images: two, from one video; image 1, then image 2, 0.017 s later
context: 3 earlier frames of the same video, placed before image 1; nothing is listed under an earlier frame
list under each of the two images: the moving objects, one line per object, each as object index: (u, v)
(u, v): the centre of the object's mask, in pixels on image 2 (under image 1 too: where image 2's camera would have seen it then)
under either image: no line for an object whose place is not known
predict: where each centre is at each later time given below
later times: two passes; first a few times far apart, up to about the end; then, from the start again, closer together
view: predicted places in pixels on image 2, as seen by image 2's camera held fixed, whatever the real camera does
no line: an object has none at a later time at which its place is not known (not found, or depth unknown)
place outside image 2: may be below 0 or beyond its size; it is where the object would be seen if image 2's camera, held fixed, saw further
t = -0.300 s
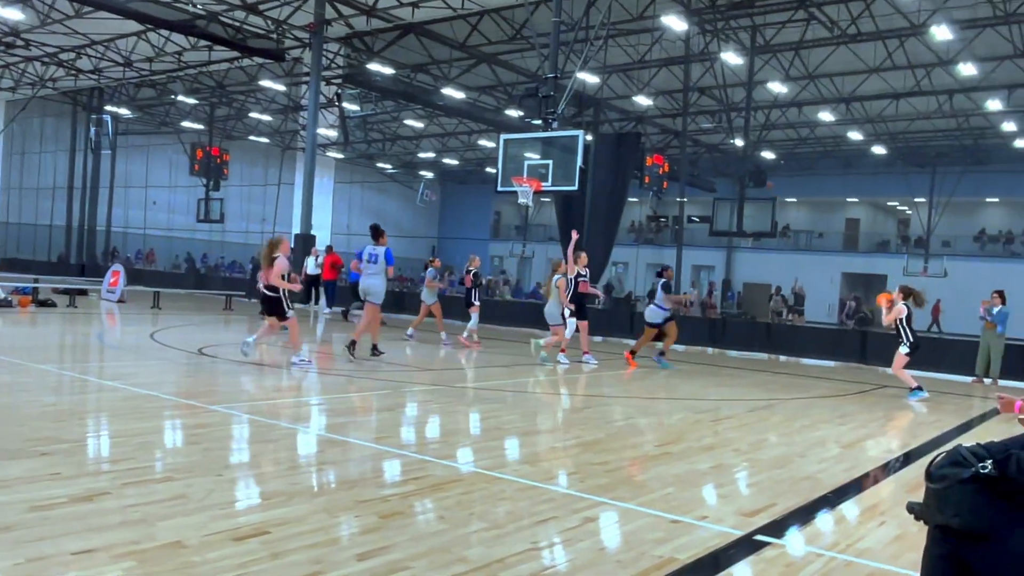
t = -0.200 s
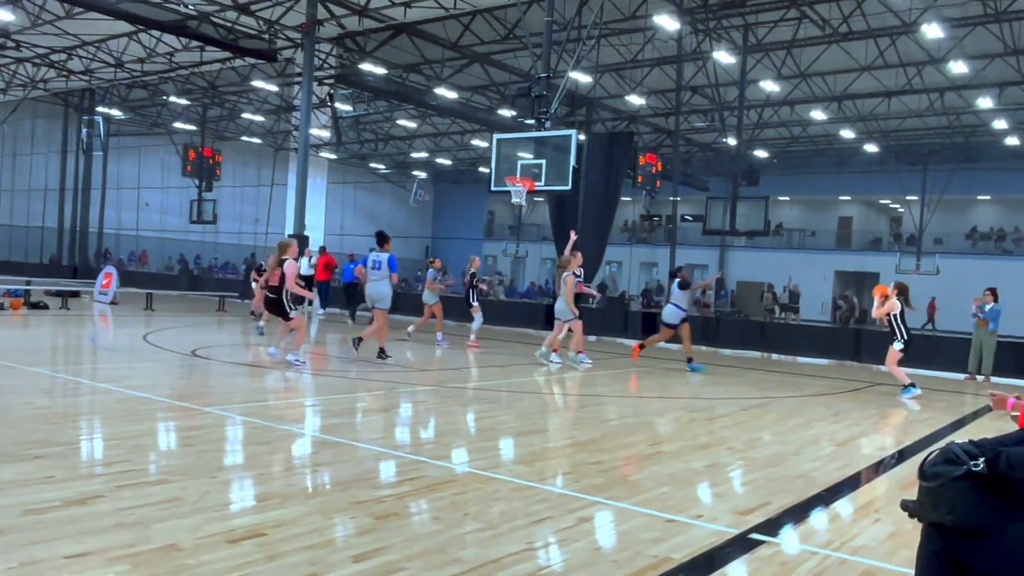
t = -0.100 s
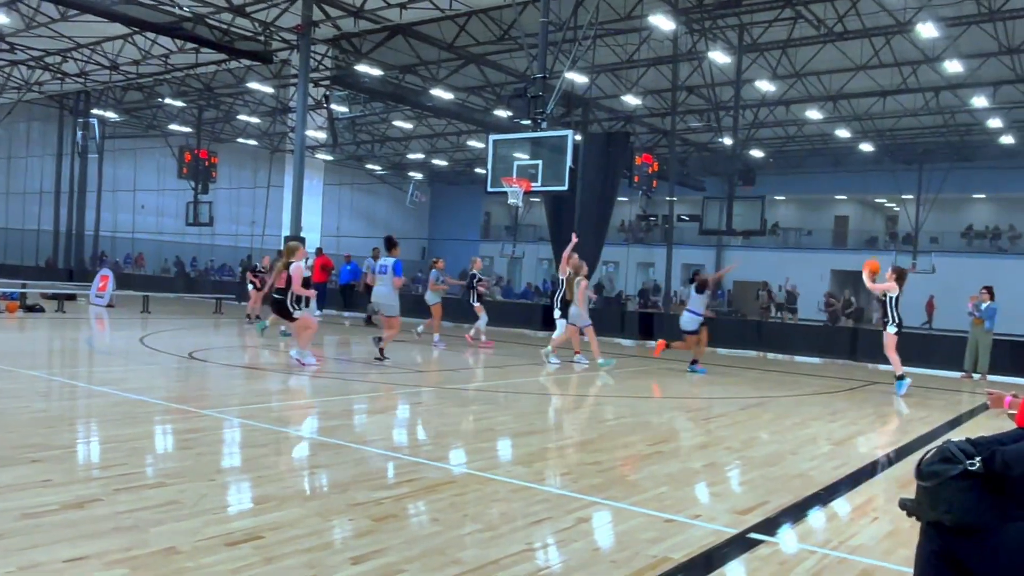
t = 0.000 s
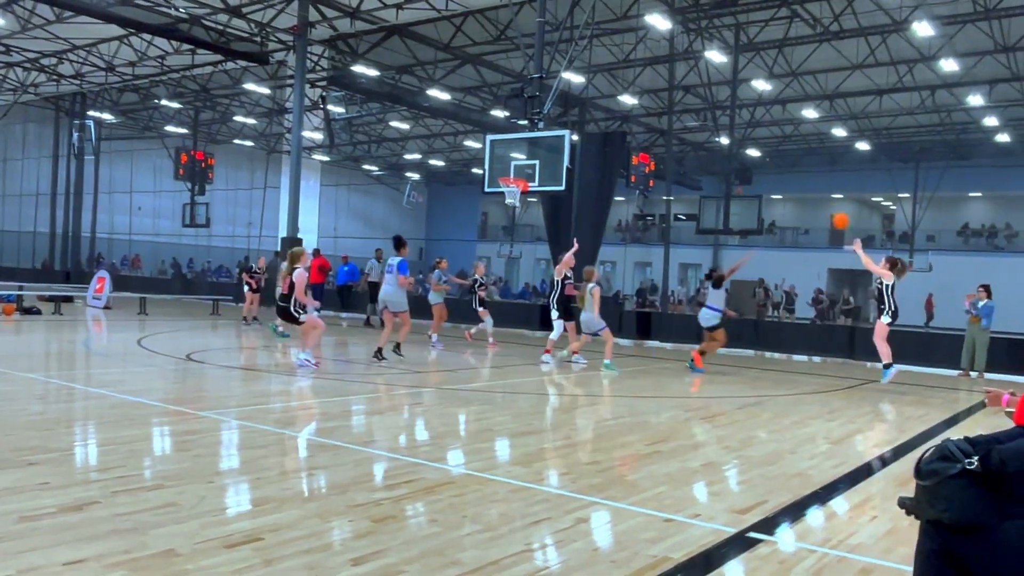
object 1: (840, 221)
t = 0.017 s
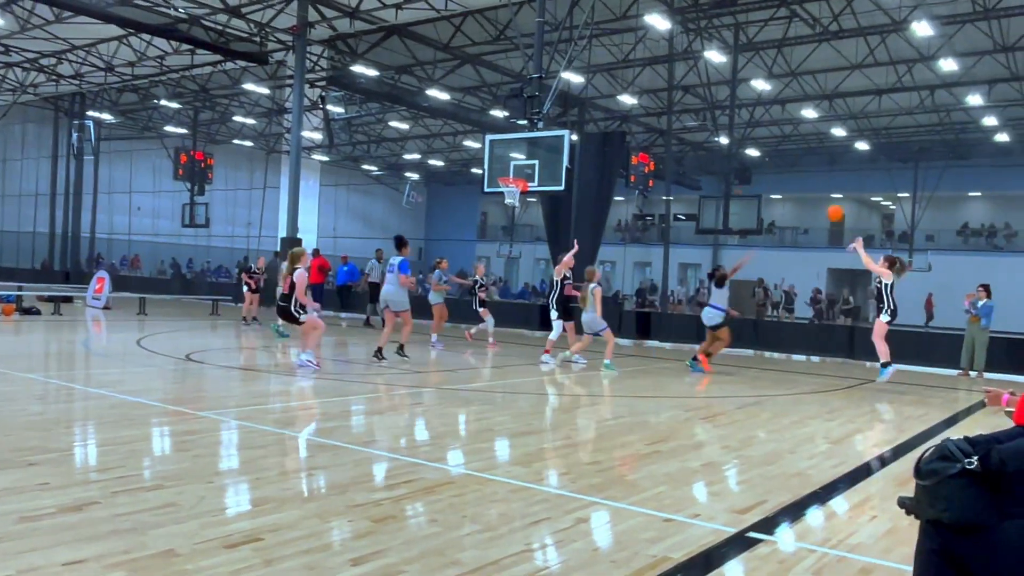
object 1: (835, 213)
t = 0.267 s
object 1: (757, 126)
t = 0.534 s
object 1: (681, 84)
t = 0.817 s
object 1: (607, 92)
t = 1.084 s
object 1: (545, 137)
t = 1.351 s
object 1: (509, 185)
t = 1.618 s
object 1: (513, 195)
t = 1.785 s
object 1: (515, 220)
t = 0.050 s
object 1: (824, 198)
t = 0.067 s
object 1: (819, 191)
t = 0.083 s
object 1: (813, 184)
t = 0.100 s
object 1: (808, 178)
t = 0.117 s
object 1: (802, 171)
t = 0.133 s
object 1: (797, 166)
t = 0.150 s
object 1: (792, 160)
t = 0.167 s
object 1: (786, 154)
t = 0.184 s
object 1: (781, 148)
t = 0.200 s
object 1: (776, 143)
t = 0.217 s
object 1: (772, 139)
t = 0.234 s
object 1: (766, 134)
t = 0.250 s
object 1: (761, 130)
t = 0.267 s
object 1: (757, 126)
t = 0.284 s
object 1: (751, 121)
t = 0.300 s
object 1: (747, 118)
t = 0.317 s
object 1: (742, 114)
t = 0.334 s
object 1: (737, 111)
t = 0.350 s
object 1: (732, 107)
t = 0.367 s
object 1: (727, 105)
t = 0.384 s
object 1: (722, 101)
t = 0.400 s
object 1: (718, 99)
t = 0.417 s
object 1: (713, 96)
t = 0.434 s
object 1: (709, 94)
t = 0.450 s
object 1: (703, 92)
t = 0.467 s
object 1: (699, 90)
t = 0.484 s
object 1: (694, 88)
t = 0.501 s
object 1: (690, 86)
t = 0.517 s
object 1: (685, 85)
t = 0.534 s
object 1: (681, 84)
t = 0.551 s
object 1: (676, 83)
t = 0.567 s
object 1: (672, 82)
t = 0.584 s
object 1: (667, 82)
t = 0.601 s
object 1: (662, 82)
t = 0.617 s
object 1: (658, 81)
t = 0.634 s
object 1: (653, 81)
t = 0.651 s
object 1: (649, 81)
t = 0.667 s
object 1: (645, 81)
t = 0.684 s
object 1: (641, 82)
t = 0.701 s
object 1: (636, 83)
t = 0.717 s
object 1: (632, 83)
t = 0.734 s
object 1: (628, 84)
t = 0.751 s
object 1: (624, 86)
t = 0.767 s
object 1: (619, 87)
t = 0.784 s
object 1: (615, 88)
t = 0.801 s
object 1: (612, 90)
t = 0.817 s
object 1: (607, 92)
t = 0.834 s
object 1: (603, 93)
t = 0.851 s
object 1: (599, 95)
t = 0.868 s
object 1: (595, 97)
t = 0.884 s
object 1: (591, 99)
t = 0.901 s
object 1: (587, 102)
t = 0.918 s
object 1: (583, 105)
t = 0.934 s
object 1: (579, 107)
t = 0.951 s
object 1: (575, 110)
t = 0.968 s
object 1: (571, 113)
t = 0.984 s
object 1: (567, 116)
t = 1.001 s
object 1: (563, 119)
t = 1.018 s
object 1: (559, 122)
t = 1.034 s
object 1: (555, 126)
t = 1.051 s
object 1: (552, 129)
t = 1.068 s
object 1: (548, 133)
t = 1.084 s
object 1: (545, 137)
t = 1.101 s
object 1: (541, 141)
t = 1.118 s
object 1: (537, 145)
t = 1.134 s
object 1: (534, 149)
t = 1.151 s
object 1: (530, 153)
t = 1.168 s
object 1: (527, 158)
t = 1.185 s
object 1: (523, 163)
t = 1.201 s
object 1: (520, 168)
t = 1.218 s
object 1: (516, 173)
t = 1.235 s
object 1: (511, 176)
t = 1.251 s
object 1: (509, 177)
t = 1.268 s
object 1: (510, 180)
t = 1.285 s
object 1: (508, 184)
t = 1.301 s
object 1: (510, 187)
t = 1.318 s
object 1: (510, 188)
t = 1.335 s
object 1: (509, 185)
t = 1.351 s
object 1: (509, 185)
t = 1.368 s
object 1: (511, 185)
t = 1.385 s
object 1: (512, 185)
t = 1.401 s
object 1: (512, 185)
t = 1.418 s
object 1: (511, 186)
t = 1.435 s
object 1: (512, 186)
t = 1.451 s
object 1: (512, 187)
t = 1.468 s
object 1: (512, 188)
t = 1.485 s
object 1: (513, 187)
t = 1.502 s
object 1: (513, 189)
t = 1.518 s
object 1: (513, 190)
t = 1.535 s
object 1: (513, 192)
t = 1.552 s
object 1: (513, 192)
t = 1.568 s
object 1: (513, 194)
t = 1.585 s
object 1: (513, 195)
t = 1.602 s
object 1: (513, 196)
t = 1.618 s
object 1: (513, 195)
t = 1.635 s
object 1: (513, 197)
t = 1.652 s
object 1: (515, 205)
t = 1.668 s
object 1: (515, 206)
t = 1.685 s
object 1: (515, 207)
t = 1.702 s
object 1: (515, 208)
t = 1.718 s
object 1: (515, 210)
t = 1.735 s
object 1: (515, 212)
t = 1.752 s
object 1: (515, 214)
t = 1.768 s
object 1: (515, 217)
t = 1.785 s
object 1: (515, 220)
